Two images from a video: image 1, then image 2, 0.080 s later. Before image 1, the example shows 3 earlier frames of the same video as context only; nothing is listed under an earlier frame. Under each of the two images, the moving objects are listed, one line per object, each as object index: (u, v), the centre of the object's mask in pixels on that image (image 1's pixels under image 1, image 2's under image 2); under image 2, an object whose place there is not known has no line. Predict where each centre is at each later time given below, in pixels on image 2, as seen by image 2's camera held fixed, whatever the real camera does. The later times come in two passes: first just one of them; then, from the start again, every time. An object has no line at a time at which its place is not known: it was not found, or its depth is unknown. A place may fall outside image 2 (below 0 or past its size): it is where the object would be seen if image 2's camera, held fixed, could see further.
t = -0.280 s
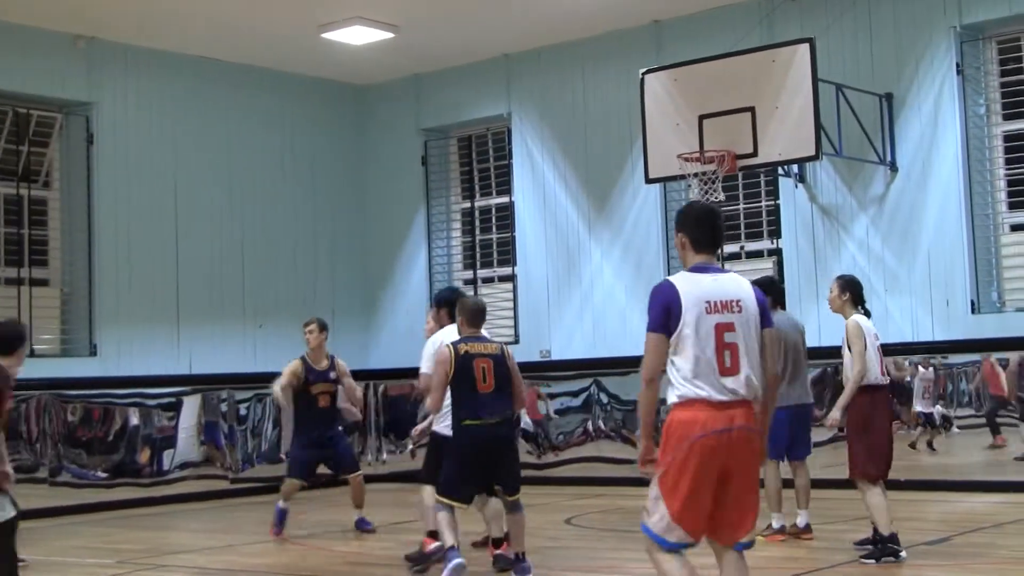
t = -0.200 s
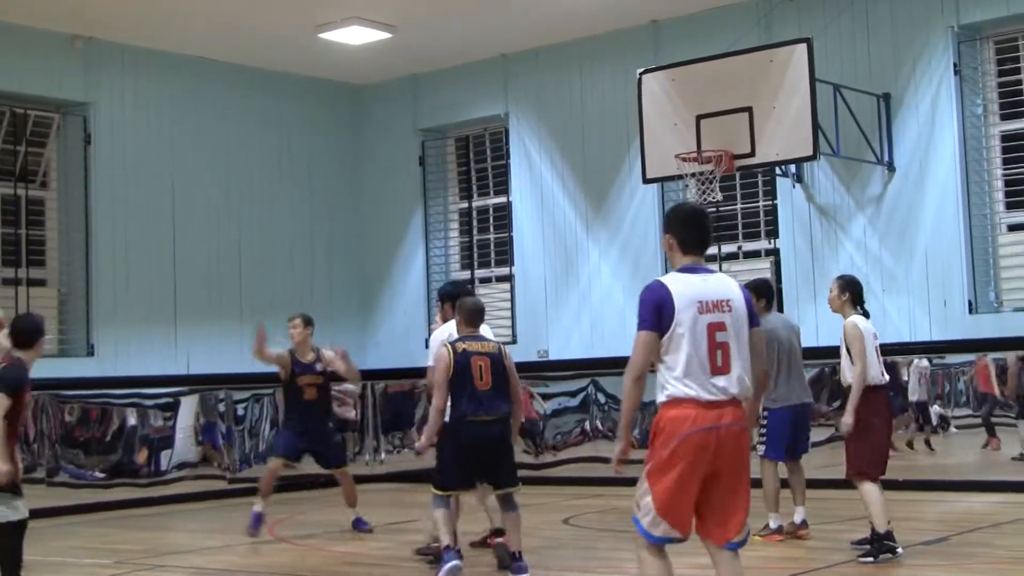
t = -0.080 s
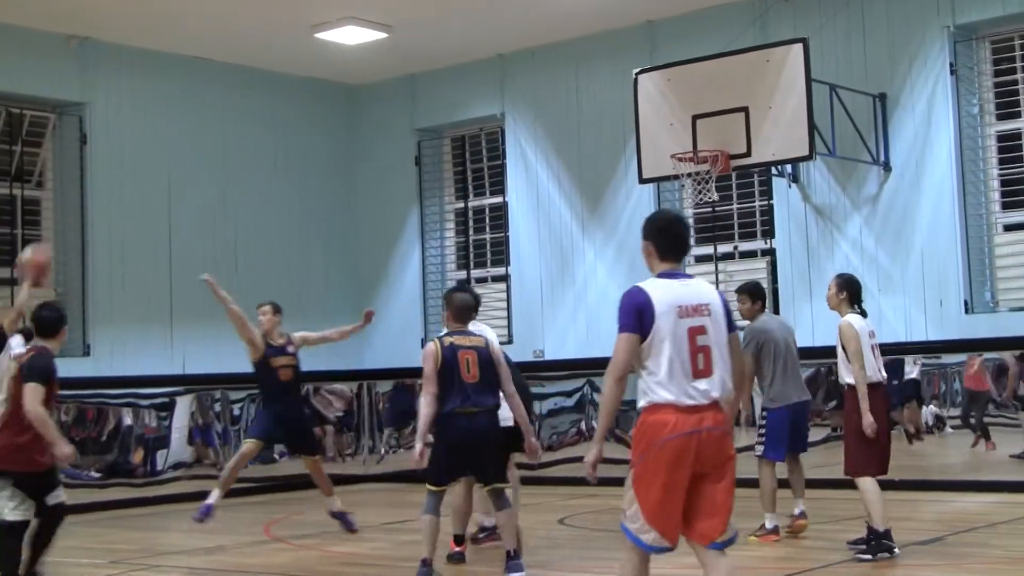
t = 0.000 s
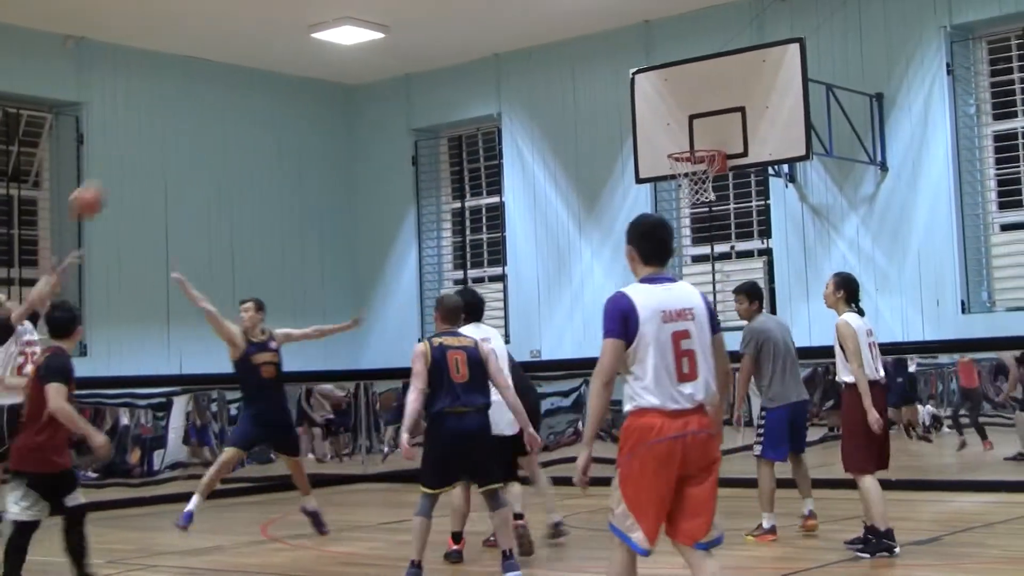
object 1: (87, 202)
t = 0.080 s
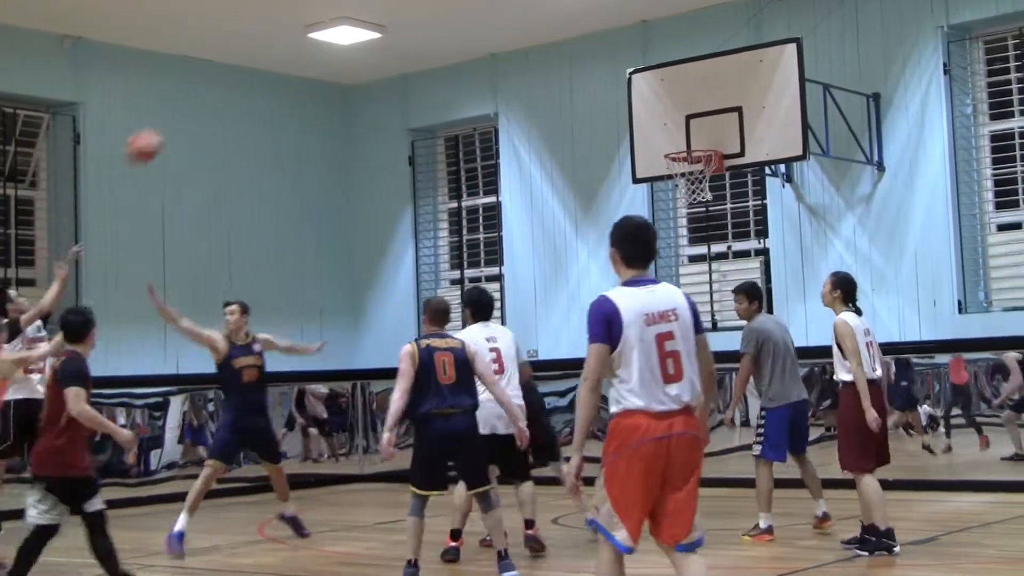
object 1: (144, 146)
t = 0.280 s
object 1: (281, 53)
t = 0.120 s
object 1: (173, 121)
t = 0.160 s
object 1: (200, 101)
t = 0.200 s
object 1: (229, 82)
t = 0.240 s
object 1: (254, 66)
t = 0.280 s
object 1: (281, 53)
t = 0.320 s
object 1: (307, 44)
